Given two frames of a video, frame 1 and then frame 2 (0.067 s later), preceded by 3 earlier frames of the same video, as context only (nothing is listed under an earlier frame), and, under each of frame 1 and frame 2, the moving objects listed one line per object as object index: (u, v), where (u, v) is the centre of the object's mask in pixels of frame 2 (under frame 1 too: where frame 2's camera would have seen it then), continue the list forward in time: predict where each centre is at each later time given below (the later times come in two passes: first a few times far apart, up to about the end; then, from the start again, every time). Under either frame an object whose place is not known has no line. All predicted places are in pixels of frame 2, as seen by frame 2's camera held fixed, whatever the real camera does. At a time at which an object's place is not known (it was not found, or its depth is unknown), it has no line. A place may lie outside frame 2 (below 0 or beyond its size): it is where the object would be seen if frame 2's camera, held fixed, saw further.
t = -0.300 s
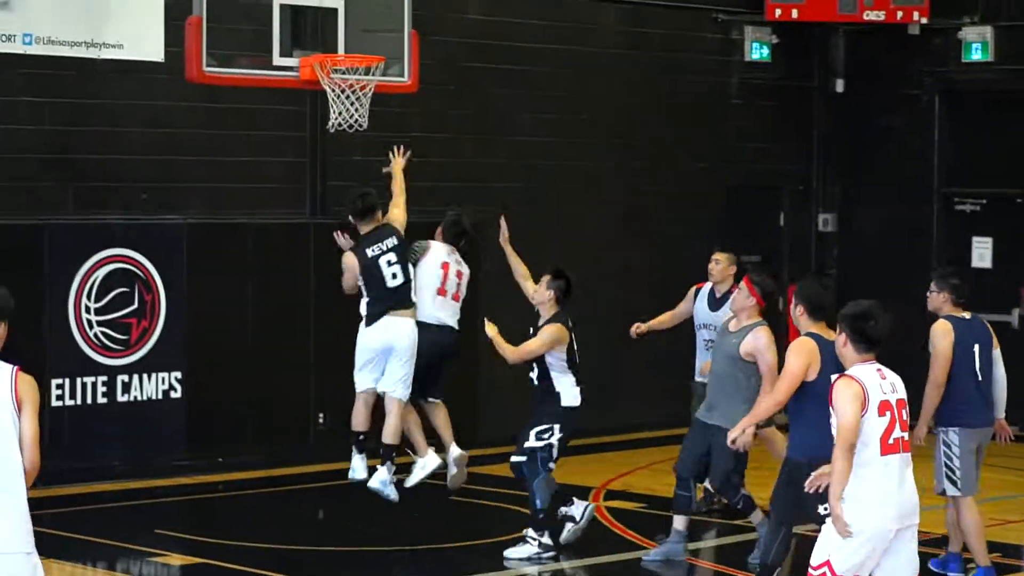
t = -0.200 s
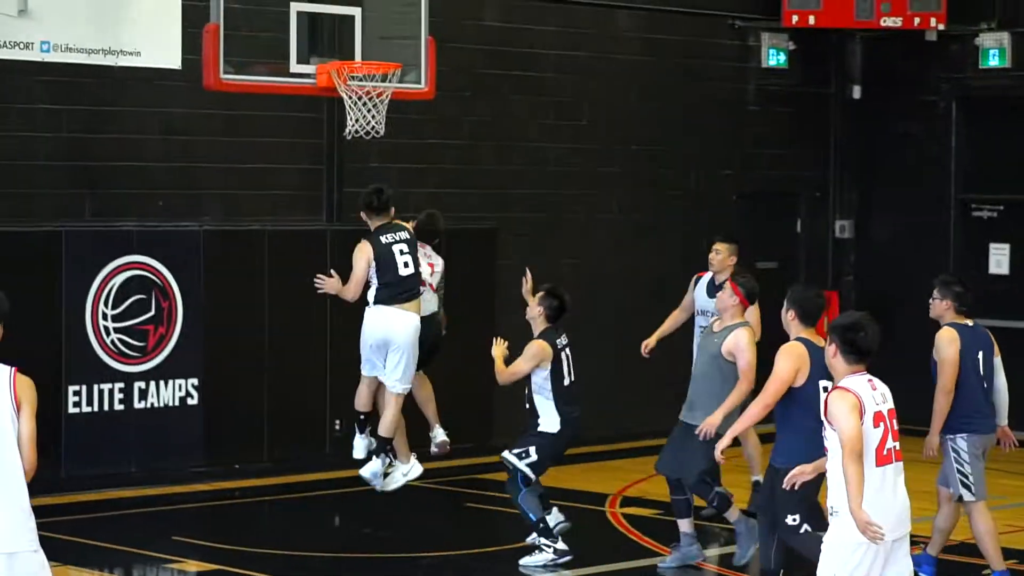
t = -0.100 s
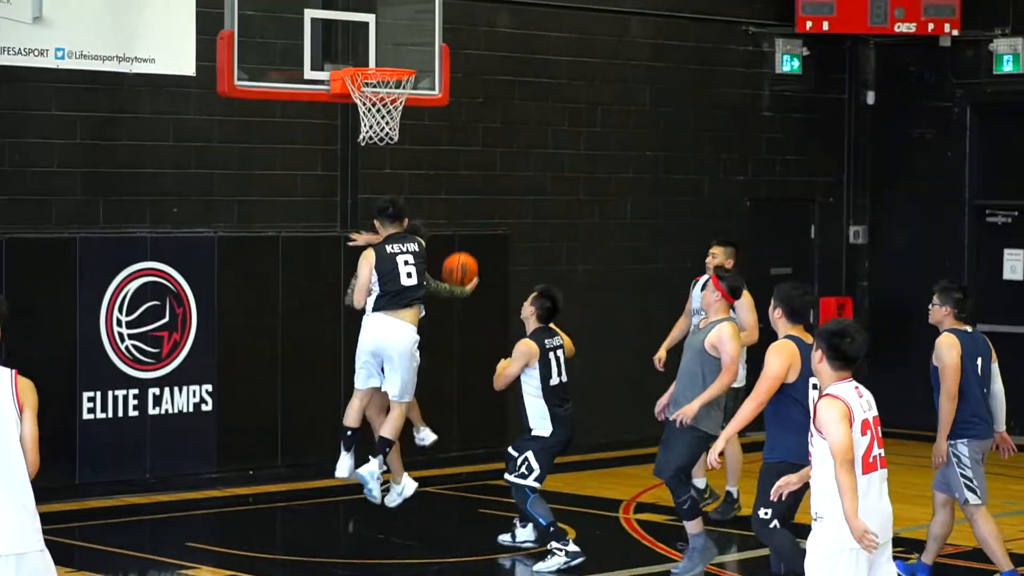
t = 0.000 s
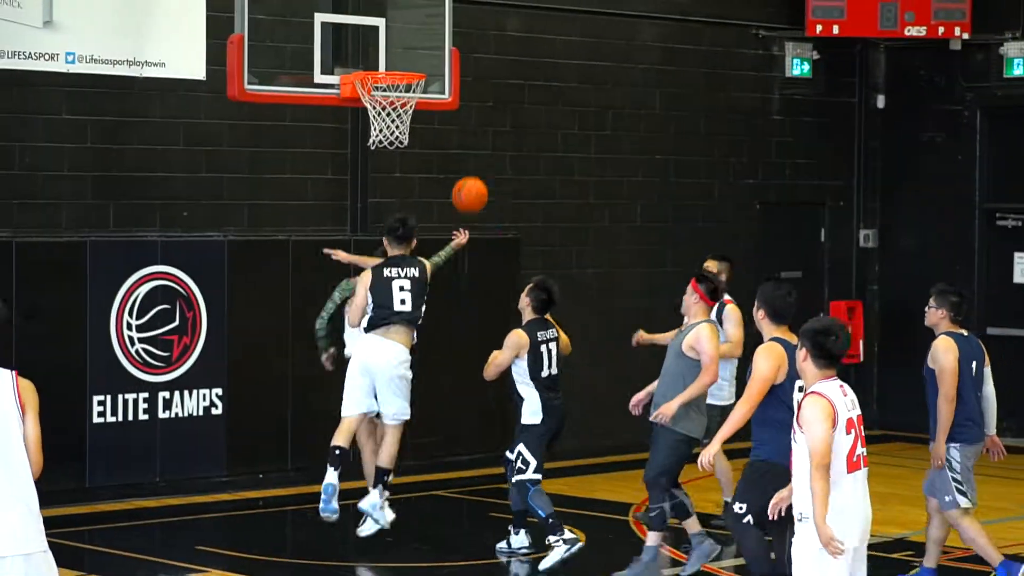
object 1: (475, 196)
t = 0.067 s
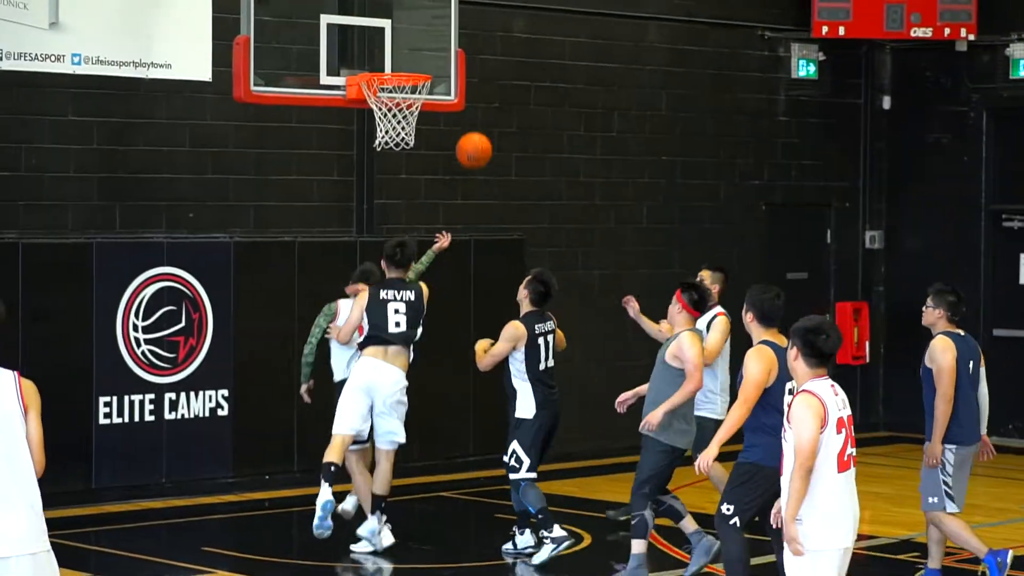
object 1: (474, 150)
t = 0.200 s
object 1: (470, 78)
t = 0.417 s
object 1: (464, 19)
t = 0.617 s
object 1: (472, 17)
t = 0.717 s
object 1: (481, 35)
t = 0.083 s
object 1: (473, 140)
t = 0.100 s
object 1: (473, 130)
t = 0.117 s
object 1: (473, 121)
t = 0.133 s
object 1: (472, 111)
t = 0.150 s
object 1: (472, 103)
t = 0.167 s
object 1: (471, 94)
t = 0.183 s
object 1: (471, 86)
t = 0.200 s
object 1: (470, 78)
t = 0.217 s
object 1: (470, 71)
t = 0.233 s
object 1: (469, 65)
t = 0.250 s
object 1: (469, 58)
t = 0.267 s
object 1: (468, 52)
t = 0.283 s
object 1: (468, 48)
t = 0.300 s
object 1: (467, 43)
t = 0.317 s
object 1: (467, 38)
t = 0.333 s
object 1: (466, 34)
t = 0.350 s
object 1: (466, 30)
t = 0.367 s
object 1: (465, 27)
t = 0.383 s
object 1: (465, 23)
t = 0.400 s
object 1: (464, 21)
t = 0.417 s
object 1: (464, 19)
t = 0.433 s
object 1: (463, 17)
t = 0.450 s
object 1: (462, 16)
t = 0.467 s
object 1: (462, 15)
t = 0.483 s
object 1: (461, 14)
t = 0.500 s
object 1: (461, 14)
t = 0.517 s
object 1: (462, 14)
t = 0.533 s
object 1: (463, 14)
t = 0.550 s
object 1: (465, 14)
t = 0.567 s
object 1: (466, 14)
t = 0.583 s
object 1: (468, 15)
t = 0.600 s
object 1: (470, 15)
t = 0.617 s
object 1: (472, 17)
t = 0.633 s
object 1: (474, 18)
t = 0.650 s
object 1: (475, 21)
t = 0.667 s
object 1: (477, 24)
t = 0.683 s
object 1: (478, 27)
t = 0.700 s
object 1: (480, 30)
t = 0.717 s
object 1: (481, 35)
